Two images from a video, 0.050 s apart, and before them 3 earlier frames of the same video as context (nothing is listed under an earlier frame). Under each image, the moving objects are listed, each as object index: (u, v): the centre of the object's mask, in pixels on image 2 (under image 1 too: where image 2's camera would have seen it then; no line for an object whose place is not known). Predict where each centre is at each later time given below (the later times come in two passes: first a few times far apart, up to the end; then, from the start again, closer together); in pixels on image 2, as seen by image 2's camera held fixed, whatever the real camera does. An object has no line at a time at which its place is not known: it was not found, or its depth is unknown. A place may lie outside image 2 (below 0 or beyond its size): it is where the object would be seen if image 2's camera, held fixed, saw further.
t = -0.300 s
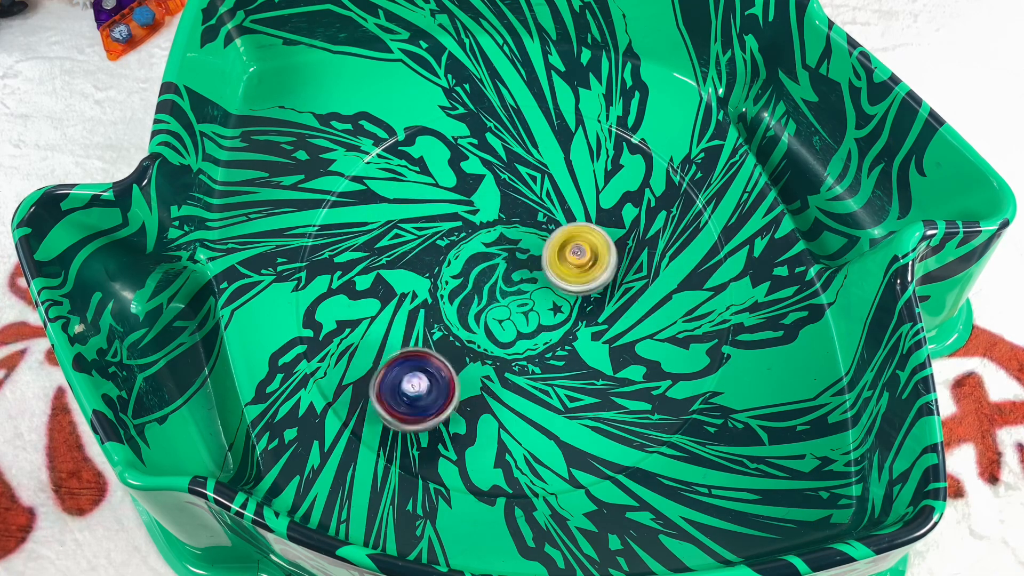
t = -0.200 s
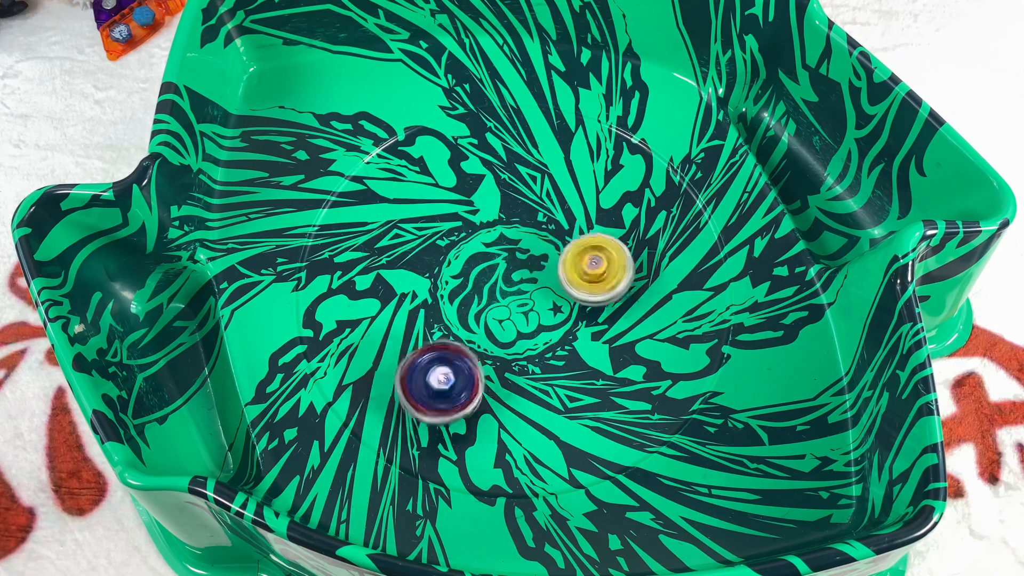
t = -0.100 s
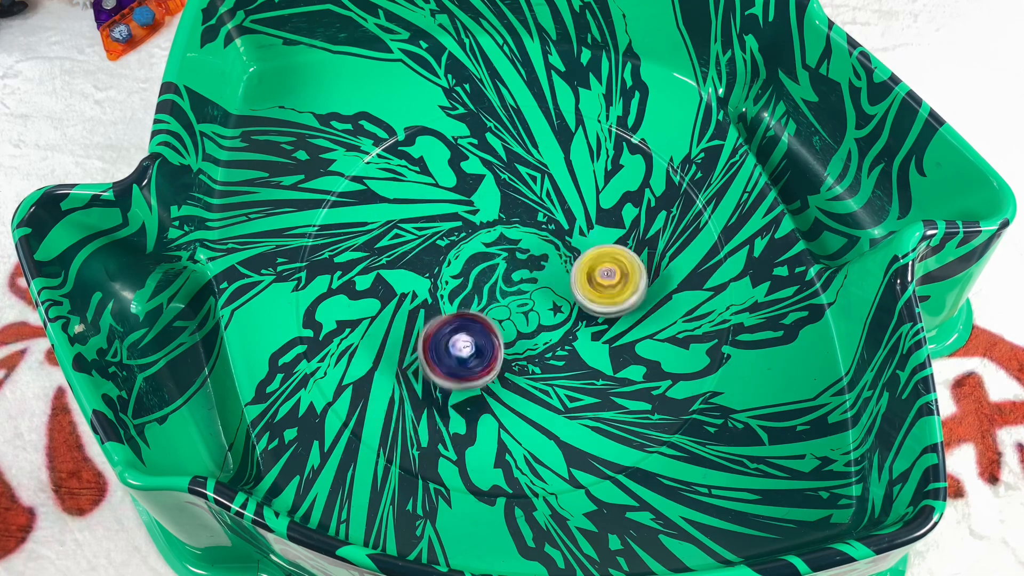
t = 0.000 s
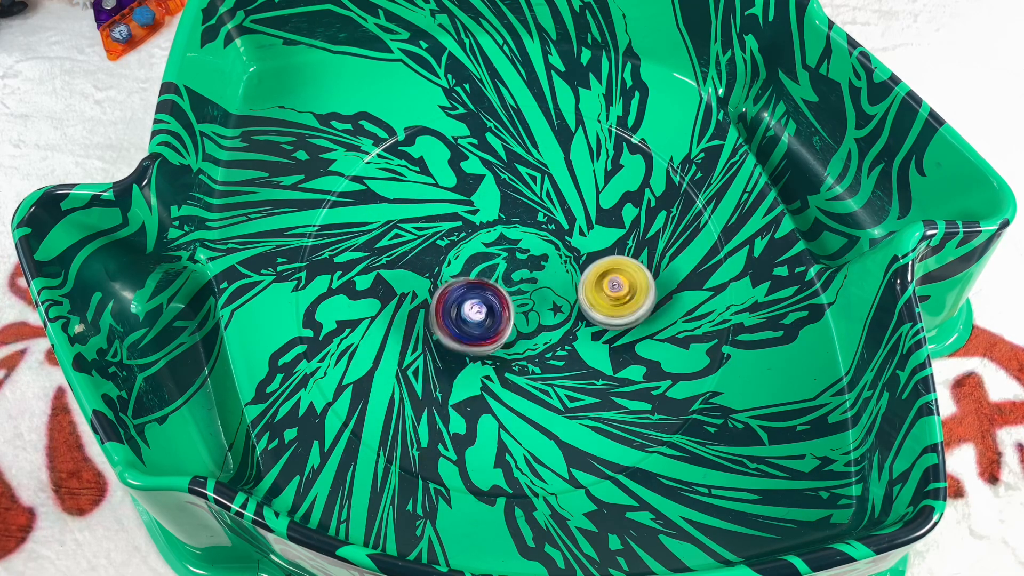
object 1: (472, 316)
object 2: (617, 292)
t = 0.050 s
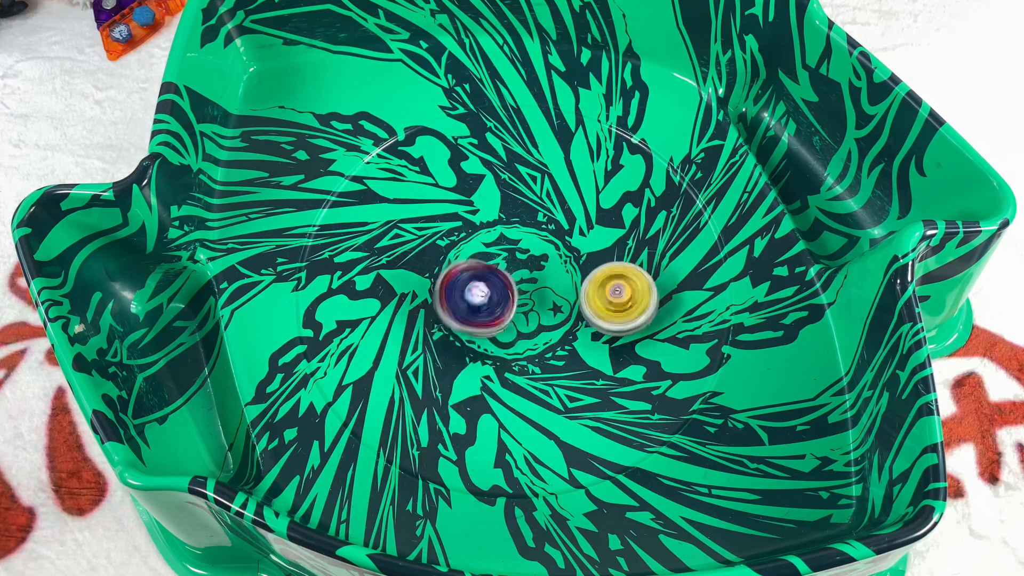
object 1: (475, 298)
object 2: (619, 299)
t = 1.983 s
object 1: (521, 293)
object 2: (470, 226)
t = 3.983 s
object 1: (564, 300)
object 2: (458, 337)
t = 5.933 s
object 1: (485, 287)
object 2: (579, 270)
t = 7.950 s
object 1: (546, 291)
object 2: (487, 230)
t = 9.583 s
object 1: (500, 319)
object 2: (546, 267)
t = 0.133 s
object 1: (481, 269)
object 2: (619, 308)
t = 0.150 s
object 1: (483, 264)
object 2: (618, 310)
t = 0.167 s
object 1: (483, 258)
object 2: (617, 312)
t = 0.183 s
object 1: (484, 253)
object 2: (616, 313)
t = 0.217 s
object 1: (486, 241)
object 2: (613, 317)
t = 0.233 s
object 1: (487, 236)
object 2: (612, 318)
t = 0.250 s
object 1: (487, 231)
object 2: (610, 320)
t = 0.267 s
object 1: (488, 225)
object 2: (608, 321)
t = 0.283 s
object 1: (488, 219)
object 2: (607, 322)
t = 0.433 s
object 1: (486, 176)
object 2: (584, 333)
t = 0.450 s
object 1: (485, 171)
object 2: (581, 334)
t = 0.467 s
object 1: (483, 168)
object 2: (578, 335)
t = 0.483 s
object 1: (481, 164)
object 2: (575, 336)
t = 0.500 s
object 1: (479, 162)
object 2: (572, 337)
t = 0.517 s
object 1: (477, 160)
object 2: (569, 337)
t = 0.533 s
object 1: (475, 159)
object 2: (565, 338)
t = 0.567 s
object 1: (472, 158)
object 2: (559, 339)
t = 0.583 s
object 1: (471, 158)
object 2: (555, 340)
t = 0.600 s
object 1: (469, 158)
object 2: (552, 340)
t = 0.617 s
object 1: (467, 159)
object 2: (549, 341)
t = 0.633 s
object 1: (466, 161)
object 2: (544, 341)
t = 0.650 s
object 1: (464, 163)
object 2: (541, 341)
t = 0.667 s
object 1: (463, 166)
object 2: (538, 341)
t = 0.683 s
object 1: (463, 168)
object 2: (534, 341)
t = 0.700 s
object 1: (463, 172)
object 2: (531, 342)
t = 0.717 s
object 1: (464, 175)
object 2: (527, 342)
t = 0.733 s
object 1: (465, 179)
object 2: (523, 341)
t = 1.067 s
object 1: (526, 267)
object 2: (457, 324)
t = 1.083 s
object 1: (530, 271)
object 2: (454, 322)
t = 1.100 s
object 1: (534, 274)
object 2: (451, 321)
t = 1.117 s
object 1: (539, 278)
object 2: (449, 319)
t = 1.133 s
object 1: (543, 283)
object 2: (447, 318)
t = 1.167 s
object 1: (551, 290)
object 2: (442, 314)
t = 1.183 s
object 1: (556, 293)
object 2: (440, 312)
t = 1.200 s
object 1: (561, 297)
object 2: (437, 310)
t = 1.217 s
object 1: (565, 301)
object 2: (435, 308)
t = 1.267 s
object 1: (579, 311)
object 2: (430, 302)
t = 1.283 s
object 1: (583, 314)
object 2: (429, 301)
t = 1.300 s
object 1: (588, 317)
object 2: (427, 298)
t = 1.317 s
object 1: (592, 320)
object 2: (426, 296)
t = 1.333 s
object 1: (596, 323)
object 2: (425, 294)
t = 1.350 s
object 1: (602, 325)
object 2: (424, 292)
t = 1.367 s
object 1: (606, 326)
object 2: (423, 290)
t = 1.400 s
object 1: (615, 329)
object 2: (421, 285)
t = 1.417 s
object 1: (621, 330)
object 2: (421, 283)
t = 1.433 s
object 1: (625, 330)
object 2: (421, 282)
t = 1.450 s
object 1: (628, 330)
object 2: (420, 279)
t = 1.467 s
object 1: (631, 329)
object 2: (420, 277)
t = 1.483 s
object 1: (633, 329)
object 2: (420, 275)
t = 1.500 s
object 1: (635, 327)
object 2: (421, 273)
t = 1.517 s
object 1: (636, 326)
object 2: (421, 271)
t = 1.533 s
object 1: (637, 325)
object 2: (421, 269)
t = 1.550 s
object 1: (637, 323)
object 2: (422, 267)
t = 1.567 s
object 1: (637, 322)
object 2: (423, 265)
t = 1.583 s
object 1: (636, 319)
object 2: (423, 263)
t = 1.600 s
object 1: (635, 318)
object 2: (425, 260)
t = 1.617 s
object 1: (634, 315)
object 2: (426, 259)
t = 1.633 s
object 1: (631, 313)
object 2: (427, 257)
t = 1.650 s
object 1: (628, 311)
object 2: (428, 255)
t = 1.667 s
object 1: (625, 309)
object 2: (430, 253)
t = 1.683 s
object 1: (622, 307)
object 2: (431, 252)
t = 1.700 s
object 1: (618, 305)
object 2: (433, 249)
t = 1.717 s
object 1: (613, 303)
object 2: (435, 248)
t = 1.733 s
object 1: (608, 302)
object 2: (436, 246)
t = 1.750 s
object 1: (602, 299)
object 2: (438, 245)
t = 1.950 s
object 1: (534, 294)
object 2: (466, 228)
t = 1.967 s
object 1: (527, 293)
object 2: (468, 228)
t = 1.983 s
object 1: (521, 293)
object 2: (470, 226)
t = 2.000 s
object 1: (516, 293)
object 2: (474, 225)
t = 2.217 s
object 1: (444, 296)
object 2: (511, 220)
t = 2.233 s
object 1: (439, 296)
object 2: (514, 220)
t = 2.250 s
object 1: (434, 297)
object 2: (517, 220)
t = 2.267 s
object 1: (429, 298)
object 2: (520, 221)
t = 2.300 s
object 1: (420, 301)
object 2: (526, 221)
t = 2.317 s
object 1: (415, 302)
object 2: (528, 222)
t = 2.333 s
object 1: (411, 305)
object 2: (531, 223)
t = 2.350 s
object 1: (407, 307)
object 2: (534, 223)
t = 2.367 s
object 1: (404, 309)
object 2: (536, 224)
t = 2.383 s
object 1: (402, 311)
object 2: (539, 224)
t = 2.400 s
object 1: (401, 313)
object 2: (542, 225)
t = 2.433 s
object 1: (400, 317)
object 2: (547, 226)
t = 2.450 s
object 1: (400, 319)
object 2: (550, 227)
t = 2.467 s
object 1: (401, 320)
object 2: (552, 228)
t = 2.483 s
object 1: (402, 321)
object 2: (554, 229)
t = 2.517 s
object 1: (406, 324)
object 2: (559, 232)
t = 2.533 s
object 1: (408, 324)
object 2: (561, 233)
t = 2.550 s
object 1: (411, 325)
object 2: (564, 234)
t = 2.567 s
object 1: (413, 325)
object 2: (566, 236)
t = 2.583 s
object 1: (418, 325)
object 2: (567, 237)
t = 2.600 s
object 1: (422, 324)
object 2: (570, 238)
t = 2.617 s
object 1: (426, 324)
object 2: (572, 240)
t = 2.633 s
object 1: (431, 322)
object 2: (573, 242)
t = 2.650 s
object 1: (436, 320)
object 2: (575, 243)
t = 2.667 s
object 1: (441, 318)
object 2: (577, 245)
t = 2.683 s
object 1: (445, 315)
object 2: (578, 246)
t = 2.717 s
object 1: (454, 310)
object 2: (581, 250)
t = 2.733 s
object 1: (459, 307)
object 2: (582, 252)
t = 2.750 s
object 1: (462, 304)
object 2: (584, 253)
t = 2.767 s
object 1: (466, 301)
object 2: (585, 256)
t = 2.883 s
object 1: (492, 276)
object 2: (588, 270)
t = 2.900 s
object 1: (495, 272)
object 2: (588, 272)
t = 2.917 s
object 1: (499, 268)
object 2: (589, 275)
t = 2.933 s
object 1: (503, 264)
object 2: (588, 277)
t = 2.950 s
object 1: (505, 261)
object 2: (588, 279)
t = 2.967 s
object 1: (508, 258)
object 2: (588, 282)
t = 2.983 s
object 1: (510, 254)
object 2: (587, 284)
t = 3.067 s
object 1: (525, 236)
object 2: (584, 295)
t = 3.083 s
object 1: (528, 232)
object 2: (583, 298)
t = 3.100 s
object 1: (531, 228)
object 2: (582, 299)
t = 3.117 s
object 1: (533, 225)
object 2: (581, 302)
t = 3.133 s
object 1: (535, 221)
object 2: (580, 305)
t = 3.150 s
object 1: (536, 217)
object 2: (578, 307)
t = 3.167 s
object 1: (538, 213)
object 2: (577, 309)
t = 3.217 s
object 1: (542, 203)
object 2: (573, 315)
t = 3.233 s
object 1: (542, 199)
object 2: (571, 318)
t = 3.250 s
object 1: (542, 195)
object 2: (569, 319)
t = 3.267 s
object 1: (541, 192)
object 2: (567, 321)
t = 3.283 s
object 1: (540, 189)
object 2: (565, 323)
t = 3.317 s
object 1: (537, 187)
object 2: (561, 327)
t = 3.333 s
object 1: (535, 186)
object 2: (559, 329)
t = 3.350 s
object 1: (534, 185)
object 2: (557, 330)
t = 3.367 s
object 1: (532, 185)
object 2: (555, 331)
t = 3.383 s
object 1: (531, 186)
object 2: (553, 333)
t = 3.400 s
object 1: (529, 186)
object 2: (550, 334)
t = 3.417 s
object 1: (527, 187)
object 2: (548, 336)
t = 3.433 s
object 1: (526, 188)
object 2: (546, 337)
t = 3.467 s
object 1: (522, 192)
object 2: (540, 339)
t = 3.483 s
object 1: (520, 194)
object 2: (538, 340)
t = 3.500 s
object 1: (518, 198)
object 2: (535, 341)
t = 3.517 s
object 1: (517, 202)
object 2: (533, 342)
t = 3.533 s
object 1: (516, 206)
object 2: (531, 343)
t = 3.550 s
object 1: (516, 210)
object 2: (528, 343)
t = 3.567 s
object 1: (515, 215)
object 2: (525, 344)
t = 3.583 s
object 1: (515, 219)
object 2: (523, 344)
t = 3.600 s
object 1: (515, 223)
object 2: (520, 345)
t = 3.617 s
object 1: (516, 227)
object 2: (517, 345)
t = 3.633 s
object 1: (517, 231)
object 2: (515, 345)
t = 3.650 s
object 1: (518, 236)
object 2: (513, 346)
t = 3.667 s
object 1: (518, 240)
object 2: (509, 345)
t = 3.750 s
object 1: (525, 261)
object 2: (497, 344)
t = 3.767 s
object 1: (526, 266)
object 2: (494, 343)
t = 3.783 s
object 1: (527, 270)
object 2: (492, 343)
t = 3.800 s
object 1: (529, 273)
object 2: (489, 342)
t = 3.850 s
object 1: (538, 283)
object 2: (480, 341)
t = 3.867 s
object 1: (542, 286)
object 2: (477, 341)
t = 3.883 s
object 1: (544, 289)
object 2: (474, 341)
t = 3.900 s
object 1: (547, 290)
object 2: (472, 341)
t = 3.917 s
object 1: (551, 293)
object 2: (468, 340)
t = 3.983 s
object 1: (564, 300)
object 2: (458, 337)
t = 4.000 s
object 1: (568, 302)
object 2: (456, 337)
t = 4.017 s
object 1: (572, 303)
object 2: (454, 336)
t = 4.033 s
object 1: (576, 303)
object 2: (451, 335)
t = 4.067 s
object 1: (583, 304)
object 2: (448, 333)
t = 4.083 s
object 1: (585, 304)
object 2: (445, 332)
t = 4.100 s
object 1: (588, 304)
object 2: (444, 330)
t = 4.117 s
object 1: (589, 303)
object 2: (443, 328)
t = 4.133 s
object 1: (591, 303)
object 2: (441, 327)
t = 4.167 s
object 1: (593, 301)
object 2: (439, 324)
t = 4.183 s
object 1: (594, 300)
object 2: (438, 323)
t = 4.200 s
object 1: (594, 300)
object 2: (437, 320)
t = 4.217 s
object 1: (595, 298)
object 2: (436, 318)
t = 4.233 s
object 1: (595, 297)
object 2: (436, 317)
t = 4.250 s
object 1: (594, 296)
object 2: (435, 315)
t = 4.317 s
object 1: (590, 290)
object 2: (434, 306)
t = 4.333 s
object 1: (588, 289)
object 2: (434, 304)
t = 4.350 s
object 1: (586, 287)
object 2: (434, 302)
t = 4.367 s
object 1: (583, 286)
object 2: (434, 300)
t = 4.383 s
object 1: (580, 286)
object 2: (435, 297)
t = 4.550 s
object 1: (539, 283)
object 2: (445, 274)
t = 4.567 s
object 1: (535, 284)
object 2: (446, 272)
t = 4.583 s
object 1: (530, 284)
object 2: (447, 270)
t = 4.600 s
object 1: (527, 285)
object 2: (449, 267)
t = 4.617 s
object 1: (524, 286)
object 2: (449, 264)
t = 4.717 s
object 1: (509, 295)
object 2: (449, 247)
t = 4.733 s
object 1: (507, 297)
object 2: (449, 245)
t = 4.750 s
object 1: (504, 300)
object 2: (449, 242)
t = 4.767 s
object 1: (501, 302)
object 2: (451, 241)
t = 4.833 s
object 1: (492, 311)
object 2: (455, 232)
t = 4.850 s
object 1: (491, 313)
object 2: (455, 230)
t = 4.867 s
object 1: (489, 315)
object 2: (456, 228)
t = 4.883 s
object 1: (489, 317)
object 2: (458, 226)
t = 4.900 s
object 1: (488, 319)
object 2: (459, 225)
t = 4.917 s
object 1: (487, 320)
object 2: (460, 223)
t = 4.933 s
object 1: (487, 322)
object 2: (462, 221)
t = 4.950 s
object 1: (487, 323)
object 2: (464, 220)
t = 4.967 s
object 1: (487, 325)
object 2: (465, 218)
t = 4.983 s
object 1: (487, 326)
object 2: (467, 217)
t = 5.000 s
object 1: (487, 327)
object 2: (470, 216)
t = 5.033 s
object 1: (488, 328)
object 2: (473, 214)
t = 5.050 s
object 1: (489, 329)
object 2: (475, 213)
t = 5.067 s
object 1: (490, 329)
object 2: (477, 213)
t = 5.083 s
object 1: (491, 329)
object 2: (479, 212)
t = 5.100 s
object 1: (492, 329)
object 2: (481, 211)
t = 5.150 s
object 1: (496, 327)
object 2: (488, 210)
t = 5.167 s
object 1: (497, 326)
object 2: (490, 210)
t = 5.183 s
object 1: (499, 325)
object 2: (493, 211)
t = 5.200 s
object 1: (500, 323)
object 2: (495, 211)
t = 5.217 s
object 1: (501, 322)
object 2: (497, 211)
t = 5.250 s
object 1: (503, 317)
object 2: (502, 212)
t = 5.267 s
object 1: (504, 315)
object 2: (504, 213)
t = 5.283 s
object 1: (505, 311)
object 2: (507, 214)
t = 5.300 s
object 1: (505, 308)
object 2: (510, 215)
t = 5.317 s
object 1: (506, 305)
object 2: (511, 215)
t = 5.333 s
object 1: (505, 302)
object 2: (514, 216)
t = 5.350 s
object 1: (504, 299)
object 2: (517, 217)
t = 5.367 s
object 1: (504, 295)
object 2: (519, 219)
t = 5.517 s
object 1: (493, 284)
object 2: (542, 225)
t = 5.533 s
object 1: (491, 283)
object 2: (544, 226)
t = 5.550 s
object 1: (490, 283)
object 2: (547, 227)
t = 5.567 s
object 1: (487, 283)
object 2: (550, 228)
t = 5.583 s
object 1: (485, 282)
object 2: (552, 229)
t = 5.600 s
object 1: (483, 282)
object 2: (554, 230)
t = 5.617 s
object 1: (482, 282)
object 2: (556, 232)
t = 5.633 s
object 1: (480, 283)
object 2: (558, 233)
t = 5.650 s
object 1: (479, 283)
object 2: (560, 235)
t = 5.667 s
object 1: (478, 284)
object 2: (561, 236)
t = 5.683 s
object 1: (477, 284)
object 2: (563, 238)
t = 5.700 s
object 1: (476, 285)
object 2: (565, 240)
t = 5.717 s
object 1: (476, 286)
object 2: (567, 242)
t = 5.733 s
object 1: (476, 286)
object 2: (568, 243)
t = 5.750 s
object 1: (476, 287)
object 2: (570, 246)
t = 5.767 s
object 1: (476, 287)
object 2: (571, 248)
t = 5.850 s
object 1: (479, 288)
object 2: (576, 258)
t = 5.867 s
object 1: (481, 288)
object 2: (578, 261)
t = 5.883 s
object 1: (481, 288)
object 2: (578, 264)
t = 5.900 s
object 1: (482, 288)
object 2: (578, 266)
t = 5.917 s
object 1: (483, 287)
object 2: (579, 268)
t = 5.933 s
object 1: (485, 287)
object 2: (579, 270)
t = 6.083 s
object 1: (495, 281)
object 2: (576, 292)
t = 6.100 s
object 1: (496, 280)
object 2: (576, 295)
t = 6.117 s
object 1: (496, 279)
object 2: (575, 298)
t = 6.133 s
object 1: (497, 277)
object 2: (576, 301)
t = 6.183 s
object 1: (498, 272)
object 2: (576, 310)
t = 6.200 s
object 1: (498, 271)
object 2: (576, 312)
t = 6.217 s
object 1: (499, 269)
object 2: (576, 314)
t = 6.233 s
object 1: (499, 267)
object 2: (576, 317)
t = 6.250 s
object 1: (499, 265)
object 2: (575, 320)
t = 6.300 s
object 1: (499, 259)
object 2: (574, 327)
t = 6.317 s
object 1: (499, 258)
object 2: (572, 329)
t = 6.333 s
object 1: (499, 257)
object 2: (572, 331)
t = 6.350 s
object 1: (499, 255)
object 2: (571, 333)
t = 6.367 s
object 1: (498, 254)
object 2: (569, 335)
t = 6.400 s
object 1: (497, 252)
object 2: (567, 338)
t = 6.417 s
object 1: (497, 251)
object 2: (565, 340)
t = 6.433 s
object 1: (497, 250)
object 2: (563, 342)
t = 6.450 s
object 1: (496, 249)
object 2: (561, 343)
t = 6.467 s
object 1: (497, 249)
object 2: (560, 344)
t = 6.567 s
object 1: (495, 246)
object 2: (546, 350)
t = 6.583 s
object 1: (494, 246)
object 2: (544, 350)
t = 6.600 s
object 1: (494, 246)
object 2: (542, 351)
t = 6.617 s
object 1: (494, 246)
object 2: (539, 352)
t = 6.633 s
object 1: (494, 247)
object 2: (536, 351)
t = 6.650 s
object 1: (494, 247)
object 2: (535, 352)
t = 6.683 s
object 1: (494, 248)
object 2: (529, 351)
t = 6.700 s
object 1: (495, 249)
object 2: (526, 351)
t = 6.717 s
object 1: (495, 250)
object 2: (524, 350)
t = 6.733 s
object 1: (495, 250)
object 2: (522, 350)
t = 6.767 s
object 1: (497, 252)
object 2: (516, 348)
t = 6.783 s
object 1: (497, 253)
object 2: (514, 348)
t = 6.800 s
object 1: (498, 253)
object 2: (511, 347)
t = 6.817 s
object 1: (499, 255)
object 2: (508, 345)
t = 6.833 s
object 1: (499, 256)
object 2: (506, 343)
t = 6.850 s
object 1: (501, 257)
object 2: (504, 343)
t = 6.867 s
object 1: (503, 258)
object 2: (501, 341)
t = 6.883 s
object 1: (504, 259)
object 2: (498, 339)
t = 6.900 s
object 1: (506, 260)
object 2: (497, 338)
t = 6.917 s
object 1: (508, 261)
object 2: (495, 336)
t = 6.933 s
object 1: (510, 260)
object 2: (491, 336)
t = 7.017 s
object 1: (521, 257)
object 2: (477, 332)
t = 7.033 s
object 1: (523, 256)
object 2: (475, 331)
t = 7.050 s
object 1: (525, 255)
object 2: (472, 330)
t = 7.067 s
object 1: (527, 255)
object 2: (470, 328)
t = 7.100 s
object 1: (530, 254)
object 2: (467, 326)
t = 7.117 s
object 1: (530, 253)
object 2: (464, 324)
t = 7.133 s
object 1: (532, 253)
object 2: (462, 322)
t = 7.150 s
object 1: (533, 252)
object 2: (461, 320)
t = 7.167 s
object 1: (534, 251)
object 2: (460, 319)
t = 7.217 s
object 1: (537, 249)
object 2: (456, 313)
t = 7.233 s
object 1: (538, 248)
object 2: (455, 311)
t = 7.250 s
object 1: (539, 247)
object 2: (453, 309)
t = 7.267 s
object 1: (539, 246)
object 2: (452, 306)
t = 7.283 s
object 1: (539, 245)
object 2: (452, 304)
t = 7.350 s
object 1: (537, 245)
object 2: (450, 294)
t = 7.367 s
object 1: (537, 245)
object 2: (450, 293)
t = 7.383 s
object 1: (536, 245)
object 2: (449, 290)
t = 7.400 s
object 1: (534, 245)
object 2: (449, 287)
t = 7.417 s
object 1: (534, 246)
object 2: (450, 285)
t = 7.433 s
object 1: (533, 247)
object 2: (450, 283)
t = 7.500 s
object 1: (531, 253)
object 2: (452, 274)
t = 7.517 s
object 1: (530, 254)
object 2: (452, 271)
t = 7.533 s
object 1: (532, 255)
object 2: (451, 269)
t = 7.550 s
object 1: (533, 257)
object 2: (452, 266)
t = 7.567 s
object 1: (534, 258)
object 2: (452, 264)
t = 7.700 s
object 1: (540, 268)
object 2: (458, 249)
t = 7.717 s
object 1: (540, 270)
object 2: (459, 246)
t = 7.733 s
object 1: (540, 272)
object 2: (461, 244)
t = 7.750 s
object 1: (540, 274)
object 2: (463, 243)
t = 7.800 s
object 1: (541, 277)
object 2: (468, 239)
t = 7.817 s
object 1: (542, 278)
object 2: (470, 238)
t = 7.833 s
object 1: (542, 280)
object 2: (471, 237)
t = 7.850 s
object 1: (543, 282)
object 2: (473, 235)
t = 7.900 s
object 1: (544, 289)
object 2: (479, 233)
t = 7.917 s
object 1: (545, 290)
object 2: (481, 232)
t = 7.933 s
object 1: (546, 290)
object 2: (484, 230)
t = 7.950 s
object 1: (546, 291)
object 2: (487, 230)
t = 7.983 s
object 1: (547, 293)
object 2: (490, 229)
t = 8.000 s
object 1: (548, 294)
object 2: (493, 229)
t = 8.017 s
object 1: (548, 295)
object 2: (496, 229)
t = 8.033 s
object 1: (547, 295)
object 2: (498, 229)
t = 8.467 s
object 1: (535, 318)
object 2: (554, 245)
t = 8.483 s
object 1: (535, 318)
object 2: (556, 246)
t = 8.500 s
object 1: (535, 319)
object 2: (558, 248)
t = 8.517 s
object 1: (534, 320)
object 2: (559, 249)
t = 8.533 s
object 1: (533, 320)
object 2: (561, 250)
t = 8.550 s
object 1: (533, 320)
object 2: (562, 251)
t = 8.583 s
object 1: (532, 320)
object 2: (564, 255)
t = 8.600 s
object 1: (531, 320)
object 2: (565, 255)
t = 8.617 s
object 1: (531, 320)
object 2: (567, 256)
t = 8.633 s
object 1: (530, 319)
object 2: (568, 258)
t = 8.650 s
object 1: (527, 321)
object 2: (570, 259)
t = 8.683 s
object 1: (518, 325)
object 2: (575, 259)
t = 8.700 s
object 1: (514, 325)
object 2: (577, 260)
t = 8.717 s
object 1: (510, 325)
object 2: (578, 260)
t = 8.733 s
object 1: (506, 324)
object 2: (580, 260)
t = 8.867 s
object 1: (494, 320)
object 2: (589, 265)
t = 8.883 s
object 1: (493, 320)
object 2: (589, 265)
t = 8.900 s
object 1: (493, 319)
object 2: (590, 266)
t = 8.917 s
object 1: (492, 319)
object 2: (590, 267)
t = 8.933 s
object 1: (492, 319)
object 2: (590, 268)
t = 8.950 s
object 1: (492, 319)
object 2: (589, 269)
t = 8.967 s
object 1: (493, 319)
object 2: (589, 270)
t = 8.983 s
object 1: (495, 319)
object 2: (589, 270)
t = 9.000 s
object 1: (497, 319)
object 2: (589, 272)
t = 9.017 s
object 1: (499, 319)
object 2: (587, 274)
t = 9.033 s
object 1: (501, 318)
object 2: (586, 275)
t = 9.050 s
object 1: (503, 319)
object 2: (585, 275)
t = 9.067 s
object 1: (504, 319)
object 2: (585, 277)
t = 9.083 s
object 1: (506, 320)
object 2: (584, 278)
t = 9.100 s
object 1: (507, 321)
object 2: (581, 280)
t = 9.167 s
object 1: (510, 324)
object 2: (576, 284)
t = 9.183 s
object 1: (510, 324)
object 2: (573, 285)
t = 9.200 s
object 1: (511, 324)
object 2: (571, 286)
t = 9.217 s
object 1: (511, 324)
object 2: (570, 286)
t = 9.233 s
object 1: (510, 324)
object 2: (568, 288)
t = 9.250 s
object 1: (510, 324)
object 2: (566, 289)
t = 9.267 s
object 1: (508, 324)
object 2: (565, 289)
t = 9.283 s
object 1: (507, 324)
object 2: (565, 289)
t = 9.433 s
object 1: (501, 320)
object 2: (559, 277)
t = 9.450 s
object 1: (501, 320)
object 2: (558, 275)
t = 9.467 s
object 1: (500, 319)
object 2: (557, 275)
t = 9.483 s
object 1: (499, 319)
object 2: (556, 274)
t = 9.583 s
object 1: (500, 319)
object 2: (546, 267)
